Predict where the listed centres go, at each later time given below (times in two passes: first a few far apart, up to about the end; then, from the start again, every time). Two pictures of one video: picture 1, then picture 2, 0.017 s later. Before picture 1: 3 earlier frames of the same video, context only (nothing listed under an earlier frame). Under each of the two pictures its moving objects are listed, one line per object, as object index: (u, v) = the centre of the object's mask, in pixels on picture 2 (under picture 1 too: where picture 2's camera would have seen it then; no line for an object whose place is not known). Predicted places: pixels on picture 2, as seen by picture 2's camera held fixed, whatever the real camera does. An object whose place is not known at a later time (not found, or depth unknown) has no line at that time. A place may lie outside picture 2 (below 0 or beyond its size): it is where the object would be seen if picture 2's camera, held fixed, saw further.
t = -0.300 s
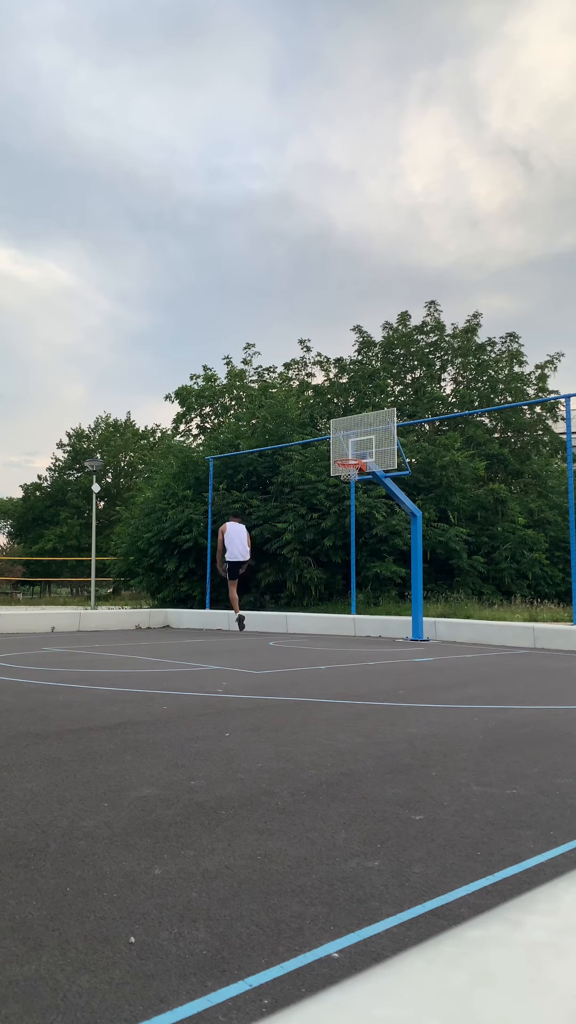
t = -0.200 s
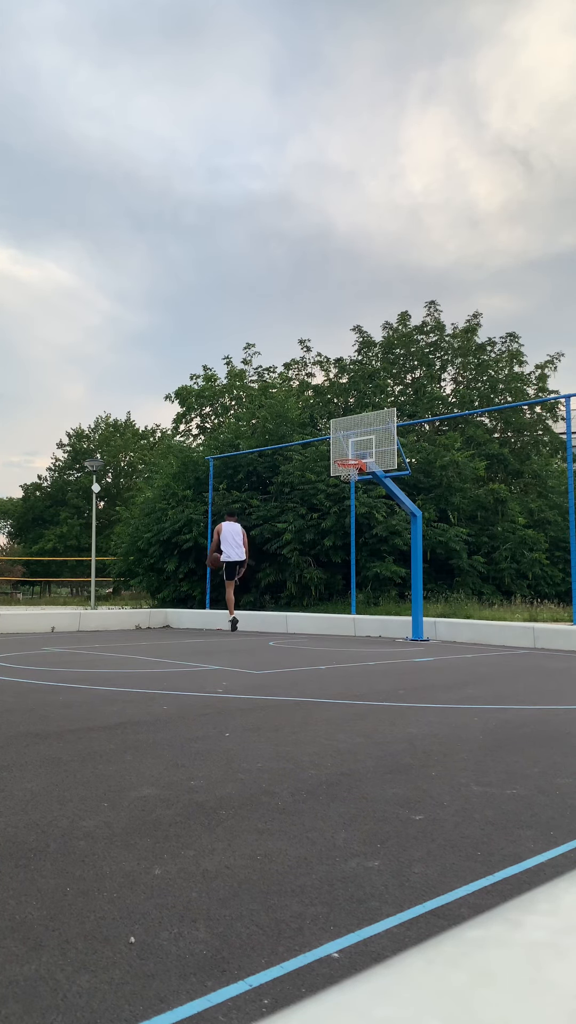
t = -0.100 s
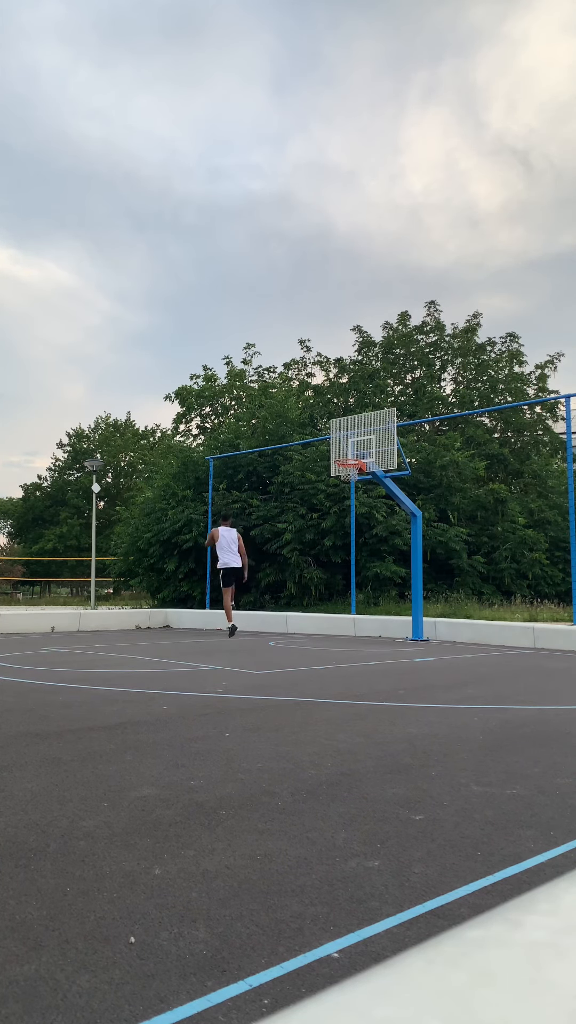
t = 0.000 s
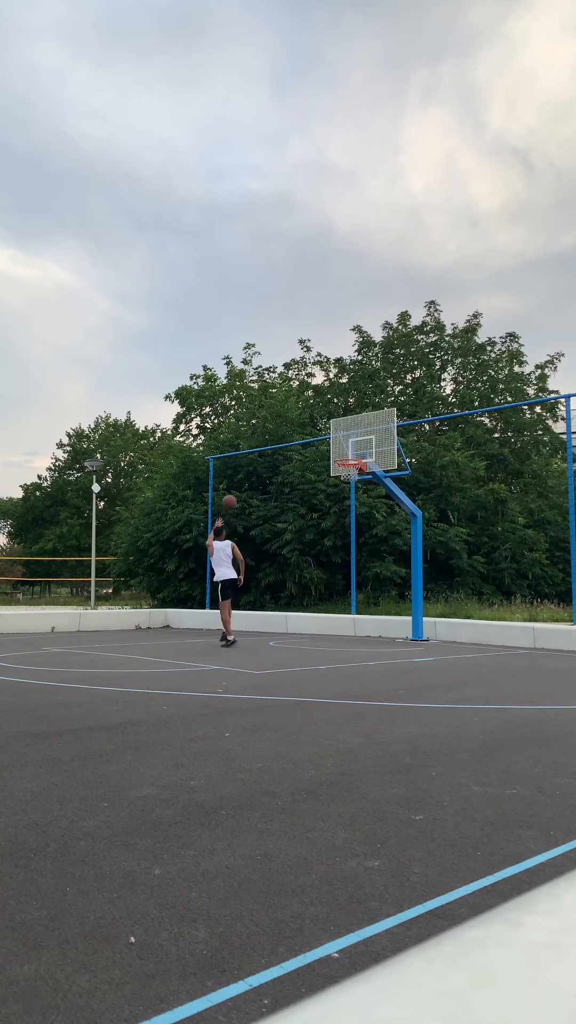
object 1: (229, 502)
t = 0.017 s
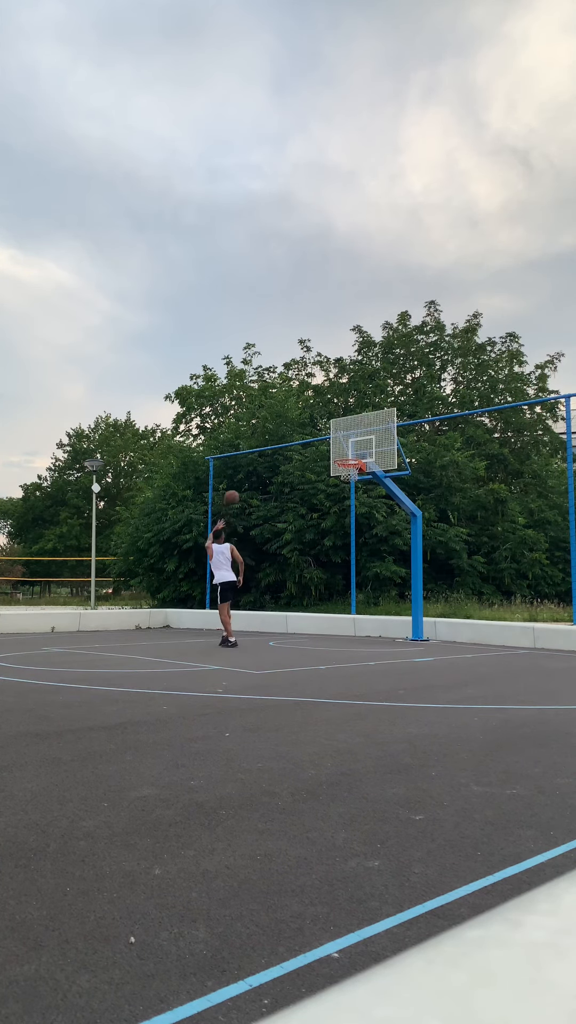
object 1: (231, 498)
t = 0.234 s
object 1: (258, 451)
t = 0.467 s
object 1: (285, 433)
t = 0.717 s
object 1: (313, 446)
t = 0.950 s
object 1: (336, 489)
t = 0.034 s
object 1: (234, 492)
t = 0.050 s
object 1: (236, 489)
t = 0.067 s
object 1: (238, 484)
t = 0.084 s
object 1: (240, 480)
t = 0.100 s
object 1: (242, 476)
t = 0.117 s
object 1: (244, 472)
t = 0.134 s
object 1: (246, 468)
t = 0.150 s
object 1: (248, 465)
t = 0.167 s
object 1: (250, 462)
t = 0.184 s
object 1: (252, 460)
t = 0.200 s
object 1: (253, 458)
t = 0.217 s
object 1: (256, 453)
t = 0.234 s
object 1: (258, 451)
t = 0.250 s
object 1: (260, 450)
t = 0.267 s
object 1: (262, 446)
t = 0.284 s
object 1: (264, 445)
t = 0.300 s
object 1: (266, 443)
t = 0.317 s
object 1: (268, 441)
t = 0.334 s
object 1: (270, 440)
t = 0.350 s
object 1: (272, 438)
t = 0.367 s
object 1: (274, 437)
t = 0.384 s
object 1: (276, 436)
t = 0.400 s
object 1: (278, 435)
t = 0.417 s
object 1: (280, 434)
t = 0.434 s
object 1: (282, 434)
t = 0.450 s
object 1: (283, 433)
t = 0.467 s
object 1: (285, 433)
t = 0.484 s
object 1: (287, 433)
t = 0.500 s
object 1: (289, 432)
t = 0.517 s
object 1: (290, 433)
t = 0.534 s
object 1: (292, 433)
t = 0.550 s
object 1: (294, 434)
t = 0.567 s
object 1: (296, 434)
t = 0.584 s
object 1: (298, 435)
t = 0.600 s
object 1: (300, 436)
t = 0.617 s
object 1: (301, 437)
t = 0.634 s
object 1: (304, 439)
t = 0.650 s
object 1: (305, 440)
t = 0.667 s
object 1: (308, 442)
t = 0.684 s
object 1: (309, 443)
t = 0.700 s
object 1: (311, 445)
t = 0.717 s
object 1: (313, 446)
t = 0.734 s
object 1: (314, 449)
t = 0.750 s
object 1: (315, 451)
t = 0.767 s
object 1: (318, 454)
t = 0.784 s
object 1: (319, 456)
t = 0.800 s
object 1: (321, 457)
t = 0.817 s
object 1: (323, 461)
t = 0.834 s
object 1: (324, 463)
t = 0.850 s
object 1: (326, 467)
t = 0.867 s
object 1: (327, 471)
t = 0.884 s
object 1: (329, 474)
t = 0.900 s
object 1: (331, 477)
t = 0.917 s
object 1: (333, 481)
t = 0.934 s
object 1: (335, 485)
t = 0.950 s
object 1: (336, 489)
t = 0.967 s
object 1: (338, 492)
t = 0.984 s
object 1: (340, 497)
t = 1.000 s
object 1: (341, 501)
